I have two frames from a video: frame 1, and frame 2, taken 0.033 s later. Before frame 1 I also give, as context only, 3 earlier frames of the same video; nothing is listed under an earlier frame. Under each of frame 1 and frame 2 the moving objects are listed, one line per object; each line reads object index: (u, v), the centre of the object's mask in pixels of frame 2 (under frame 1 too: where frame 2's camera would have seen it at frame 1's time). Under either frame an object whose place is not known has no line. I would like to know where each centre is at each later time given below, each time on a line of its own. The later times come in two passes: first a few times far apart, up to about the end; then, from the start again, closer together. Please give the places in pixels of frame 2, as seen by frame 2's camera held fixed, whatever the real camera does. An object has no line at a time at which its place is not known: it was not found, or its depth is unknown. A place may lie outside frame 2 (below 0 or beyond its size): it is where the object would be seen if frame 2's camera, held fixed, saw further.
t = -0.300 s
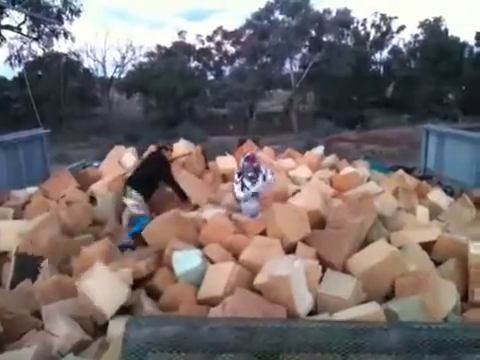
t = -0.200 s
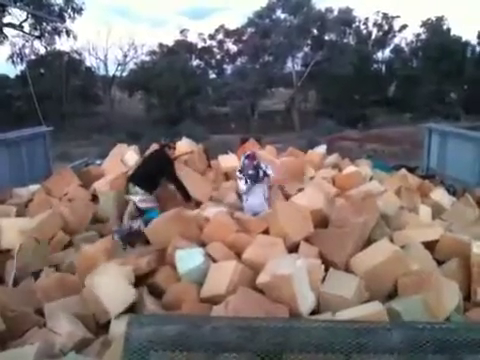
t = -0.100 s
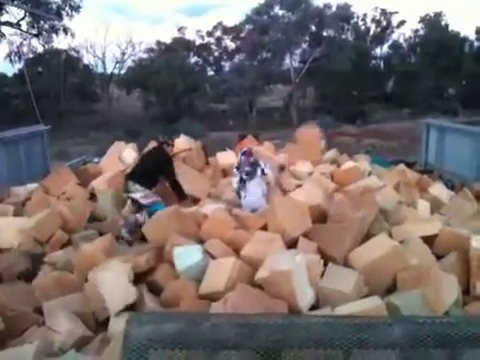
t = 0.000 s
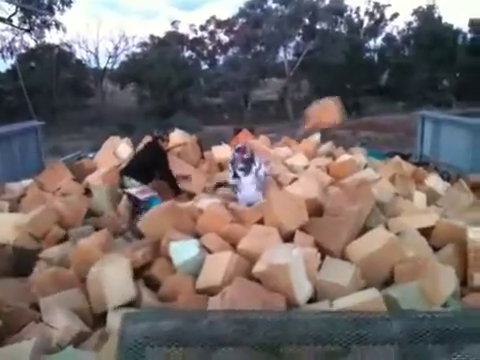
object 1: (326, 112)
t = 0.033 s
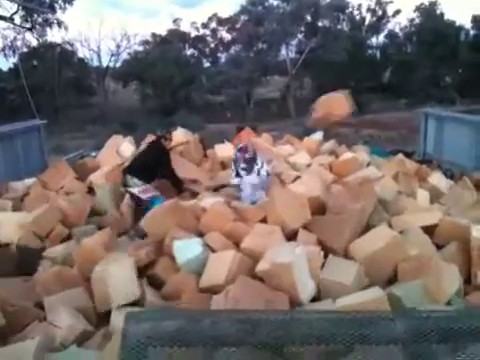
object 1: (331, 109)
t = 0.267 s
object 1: (375, 94)
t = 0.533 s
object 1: (414, 132)
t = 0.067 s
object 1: (339, 102)
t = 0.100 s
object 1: (344, 99)
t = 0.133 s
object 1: (350, 97)
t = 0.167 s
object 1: (356, 96)
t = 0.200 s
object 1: (362, 94)
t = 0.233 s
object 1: (369, 93)
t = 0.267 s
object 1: (375, 94)
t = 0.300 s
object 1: (381, 96)
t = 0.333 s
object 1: (387, 99)
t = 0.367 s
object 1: (392, 101)
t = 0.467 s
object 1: (406, 115)
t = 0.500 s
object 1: (410, 122)
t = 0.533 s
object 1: (414, 132)
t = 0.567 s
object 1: (419, 141)
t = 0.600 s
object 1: (423, 151)
